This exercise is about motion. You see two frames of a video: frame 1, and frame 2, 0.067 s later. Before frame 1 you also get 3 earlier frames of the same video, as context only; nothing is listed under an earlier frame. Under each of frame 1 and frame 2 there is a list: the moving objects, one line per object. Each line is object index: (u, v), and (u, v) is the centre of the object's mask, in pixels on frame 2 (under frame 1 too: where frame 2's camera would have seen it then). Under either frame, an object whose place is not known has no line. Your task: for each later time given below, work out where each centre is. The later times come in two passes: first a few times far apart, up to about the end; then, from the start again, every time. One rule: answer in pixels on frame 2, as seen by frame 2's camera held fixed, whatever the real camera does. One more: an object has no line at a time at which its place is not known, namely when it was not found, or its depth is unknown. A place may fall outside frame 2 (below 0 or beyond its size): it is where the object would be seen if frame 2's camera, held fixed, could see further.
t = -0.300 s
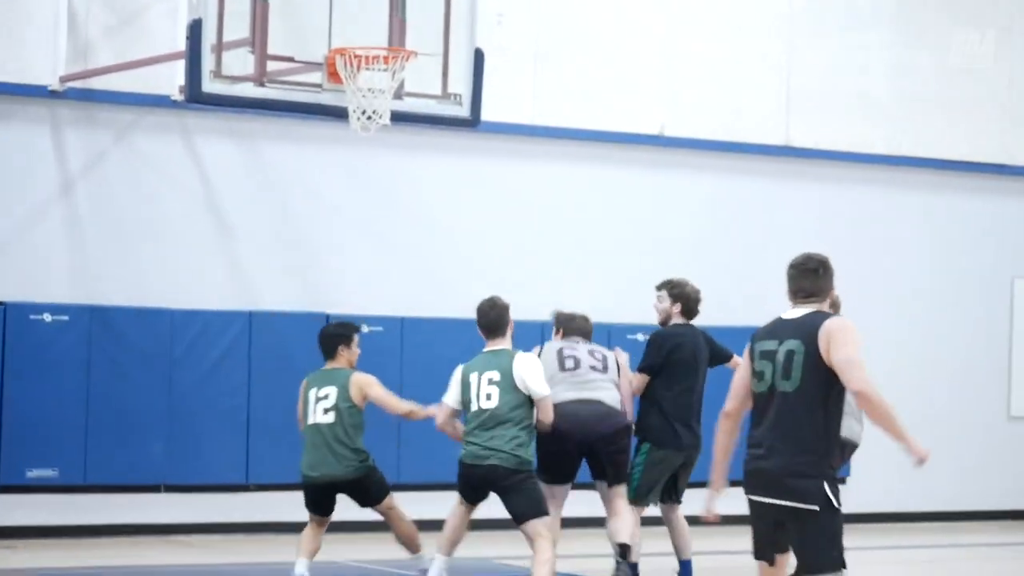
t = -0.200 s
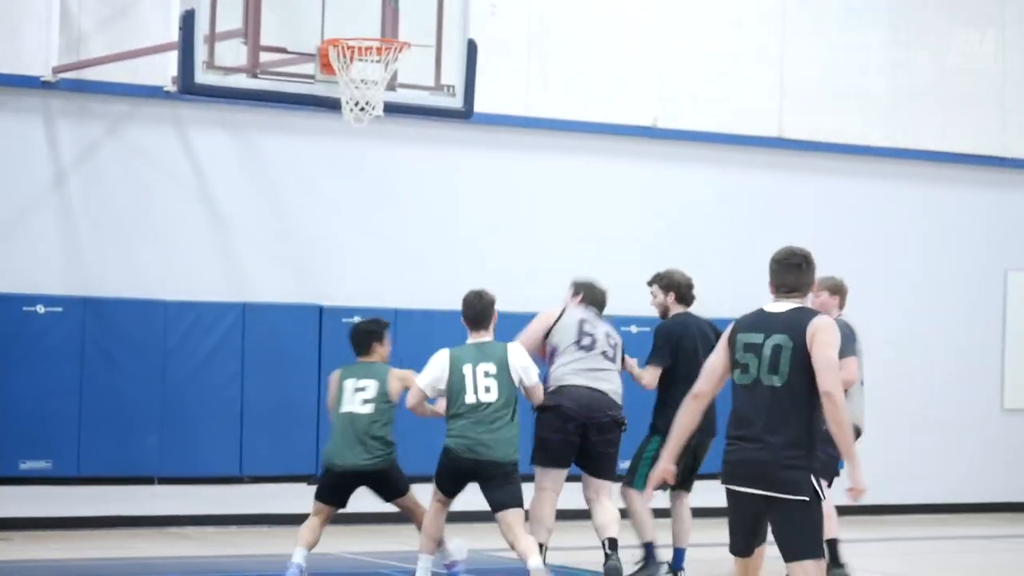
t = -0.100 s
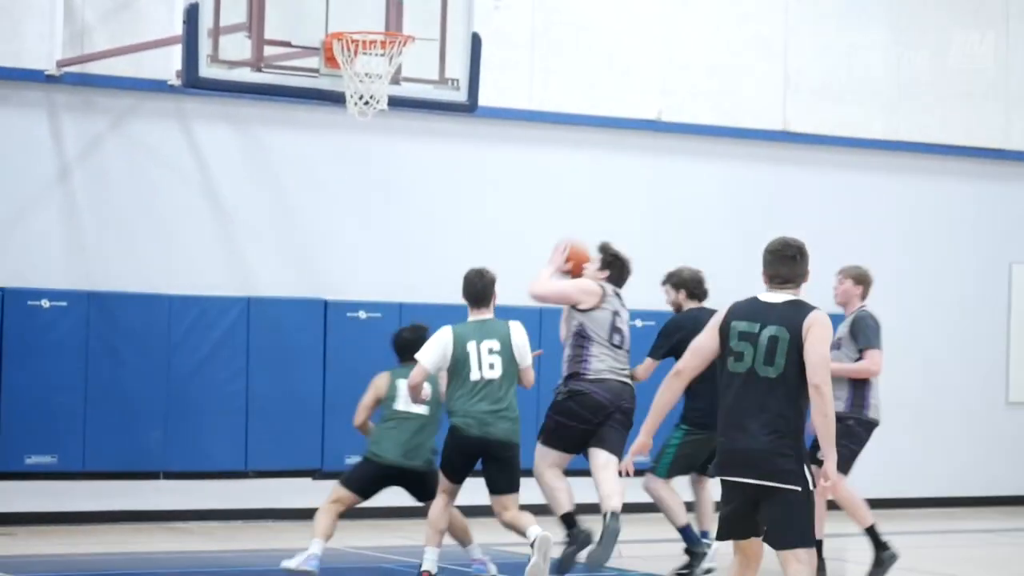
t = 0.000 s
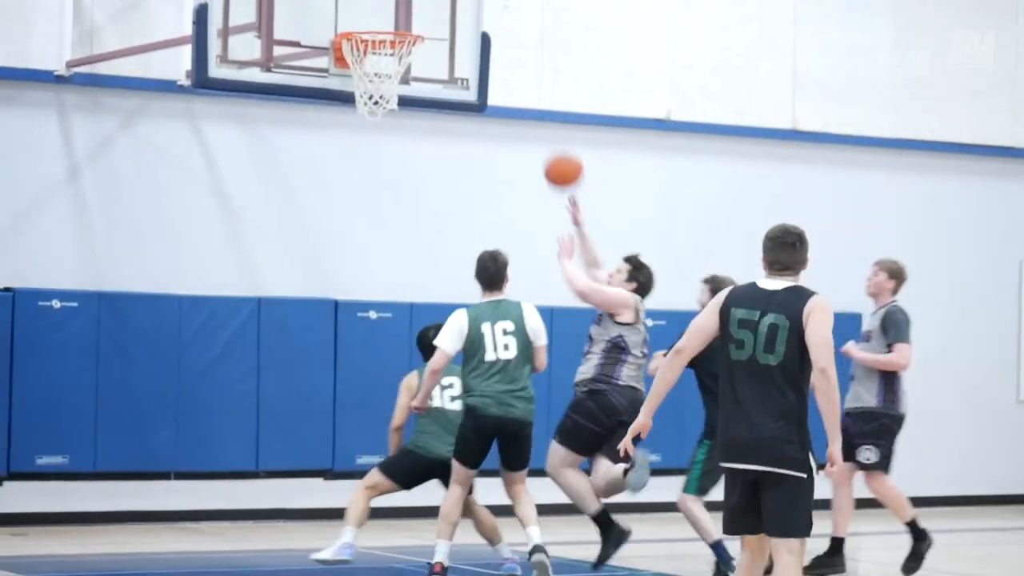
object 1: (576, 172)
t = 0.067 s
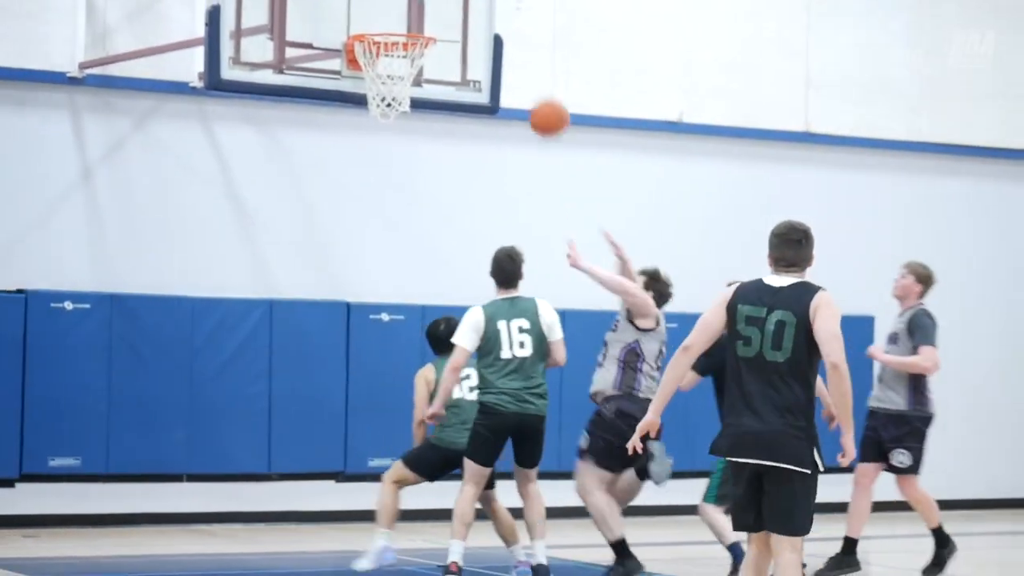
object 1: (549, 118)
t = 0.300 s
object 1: (461, -5)
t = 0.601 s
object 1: (425, 7)
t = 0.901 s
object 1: (368, 65)
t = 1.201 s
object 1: (402, 194)
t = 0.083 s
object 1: (542, 106)
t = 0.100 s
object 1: (535, 92)
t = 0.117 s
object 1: (528, 80)
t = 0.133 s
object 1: (521, 69)
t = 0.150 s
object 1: (514, 58)
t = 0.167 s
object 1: (507, 48)
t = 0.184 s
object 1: (501, 38)
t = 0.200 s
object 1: (494, 29)
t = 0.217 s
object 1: (487, 19)
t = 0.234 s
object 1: (480, 10)
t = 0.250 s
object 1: (473, 5)
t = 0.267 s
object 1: (466, 0)
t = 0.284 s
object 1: (463, -3)
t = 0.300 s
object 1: (461, -5)
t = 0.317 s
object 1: (459, -7)
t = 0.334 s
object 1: (457, -8)
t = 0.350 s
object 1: (455, -10)
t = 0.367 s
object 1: (453, -11)
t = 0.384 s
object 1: (451, -13)
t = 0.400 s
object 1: (450, -13)
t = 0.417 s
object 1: (448, -14)
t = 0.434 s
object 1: (445, -14)
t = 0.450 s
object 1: (444, -14)
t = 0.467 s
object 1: (442, -14)
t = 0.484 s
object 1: (440, -13)
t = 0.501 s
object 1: (438, -13)
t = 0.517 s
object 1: (435, -12)
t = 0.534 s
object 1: (433, -10)
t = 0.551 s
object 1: (431, -7)
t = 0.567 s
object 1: (429, -3)
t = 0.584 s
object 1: (427, 2)
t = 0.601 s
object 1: (425, 7)
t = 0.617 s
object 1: (423, 12)
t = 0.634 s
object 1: (421, 17)
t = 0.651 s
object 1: (418, 22)
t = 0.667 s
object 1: (414, 21)
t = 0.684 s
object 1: (410, 22)
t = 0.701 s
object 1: (406, 24)
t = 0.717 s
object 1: (402, 23)
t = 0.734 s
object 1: (397, 23)
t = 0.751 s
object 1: (392, 25)
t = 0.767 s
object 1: (387, 26)
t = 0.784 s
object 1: (384, 28)
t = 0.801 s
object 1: (380, 43)
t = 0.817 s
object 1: (375, 50)
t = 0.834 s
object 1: (369, 53)
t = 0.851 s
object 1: (369, 54)
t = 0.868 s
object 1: (368, 57)
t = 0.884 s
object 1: (370, 62)
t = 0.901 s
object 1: (368, 65)
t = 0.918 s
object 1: (374, 75)
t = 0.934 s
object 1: (373, 82)
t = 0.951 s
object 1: (372, 87)
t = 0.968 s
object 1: (374, 91)
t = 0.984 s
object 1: (373, 96)
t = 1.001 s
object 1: (374, 103)
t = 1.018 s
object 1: (378, 110)
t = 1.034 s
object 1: (380, 116)
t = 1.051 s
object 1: (383, 122)
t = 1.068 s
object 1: (385, 127)
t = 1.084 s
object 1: (387, 134)
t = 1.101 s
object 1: (389, 140)
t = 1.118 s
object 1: (391, 148)
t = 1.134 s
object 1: (393, 157)
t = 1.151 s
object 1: (395, 166)
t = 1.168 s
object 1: (397, 175)
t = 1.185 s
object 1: (399, 184)
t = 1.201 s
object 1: (402, 194)
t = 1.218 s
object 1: (403, 205)
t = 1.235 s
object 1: (406, 216)
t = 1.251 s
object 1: (408, 228)
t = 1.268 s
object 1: (410, 239)
